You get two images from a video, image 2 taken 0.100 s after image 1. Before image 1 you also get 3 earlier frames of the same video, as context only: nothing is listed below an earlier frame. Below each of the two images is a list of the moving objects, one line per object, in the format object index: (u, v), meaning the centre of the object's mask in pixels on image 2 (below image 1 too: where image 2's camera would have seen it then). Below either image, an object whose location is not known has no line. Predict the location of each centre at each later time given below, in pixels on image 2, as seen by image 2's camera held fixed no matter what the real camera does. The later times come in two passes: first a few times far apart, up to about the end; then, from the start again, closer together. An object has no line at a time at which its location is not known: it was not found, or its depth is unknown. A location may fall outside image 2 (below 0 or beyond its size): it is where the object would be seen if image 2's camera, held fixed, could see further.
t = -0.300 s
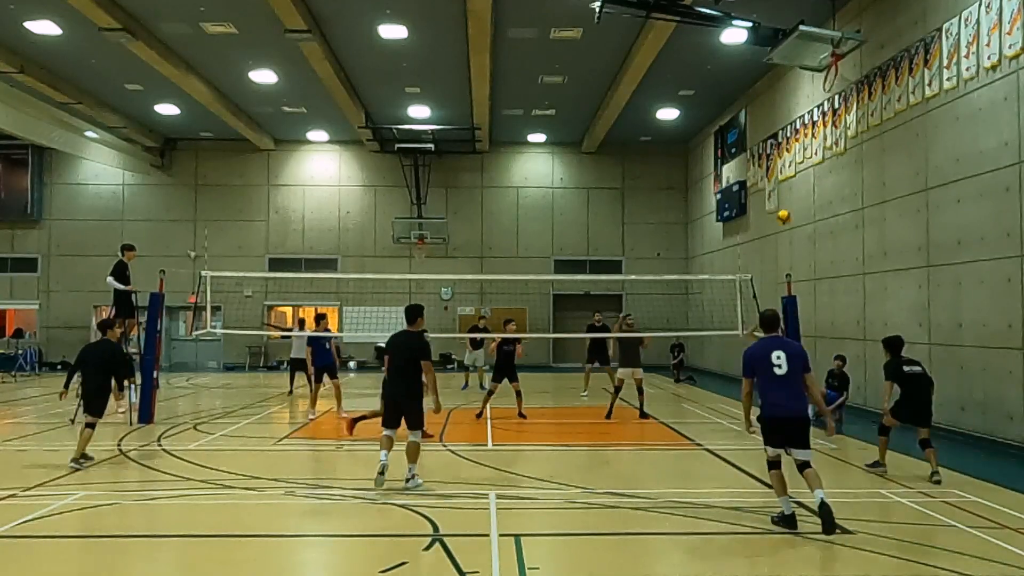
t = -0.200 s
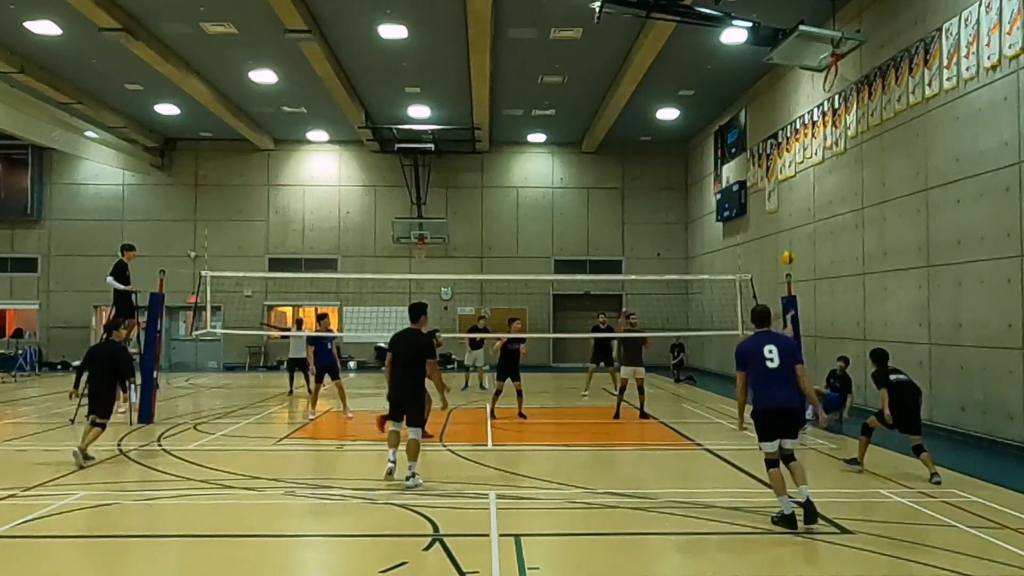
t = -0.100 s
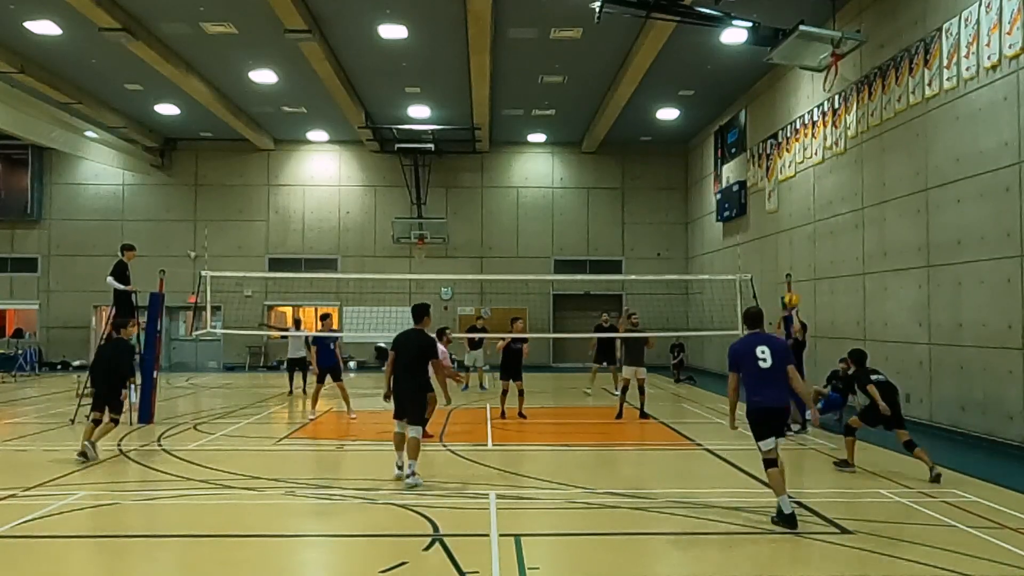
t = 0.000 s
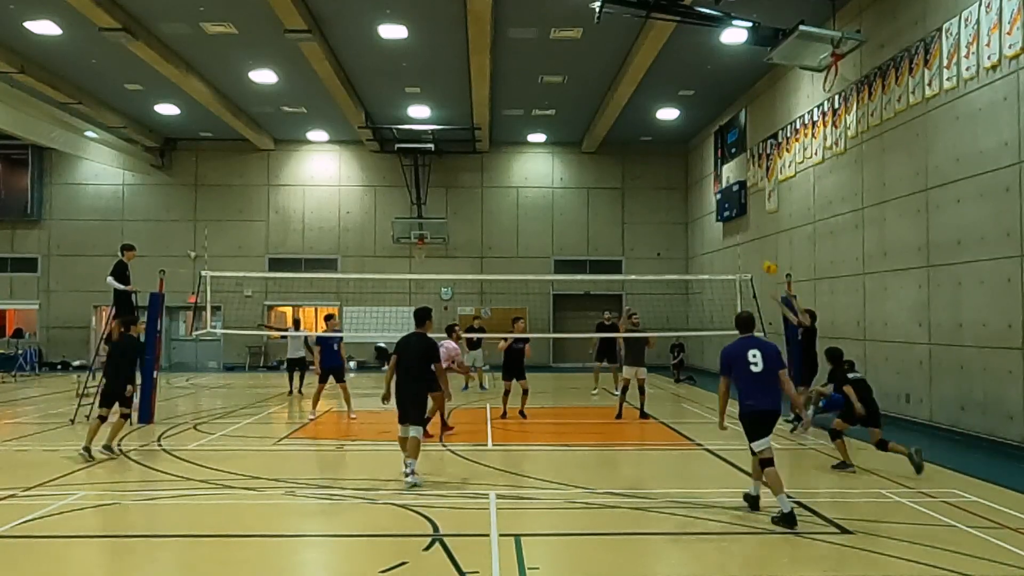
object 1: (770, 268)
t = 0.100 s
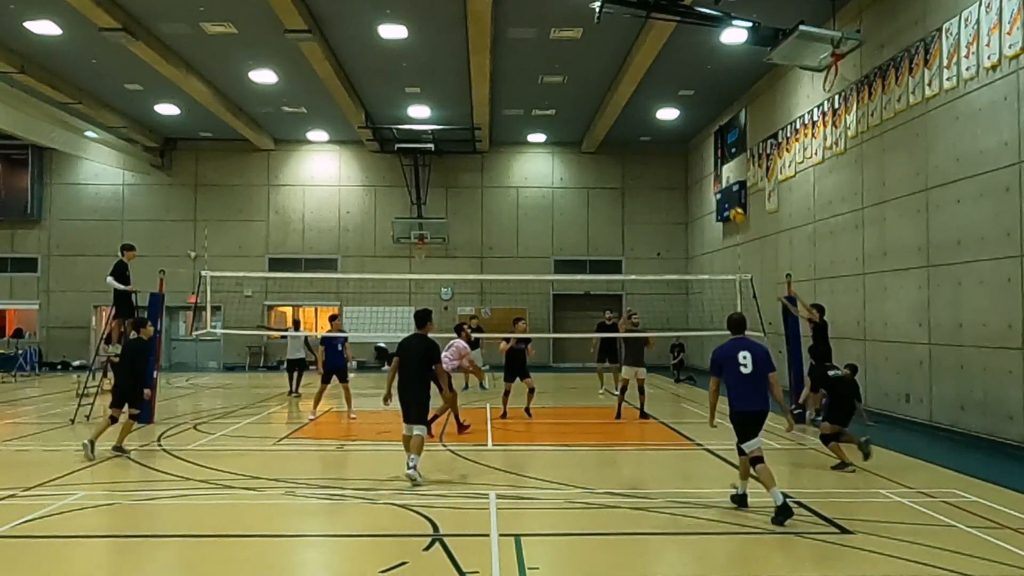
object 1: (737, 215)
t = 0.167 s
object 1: (715, 185)
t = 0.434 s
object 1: (638, 97)
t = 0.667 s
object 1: (574, 60)
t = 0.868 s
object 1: (522, 58)
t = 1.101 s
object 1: (463, 84)
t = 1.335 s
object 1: (407, 144)
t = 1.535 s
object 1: (363, 218)
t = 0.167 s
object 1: (715, 185)
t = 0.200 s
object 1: (705, 171)
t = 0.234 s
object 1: (695, 158)
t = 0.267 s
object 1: (686, 146)
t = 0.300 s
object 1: (676, 134)
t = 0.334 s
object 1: (666, 125)
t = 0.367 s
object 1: (655, 115)
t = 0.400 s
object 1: (646, 105)
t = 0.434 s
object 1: (638, 97)
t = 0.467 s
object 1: (629, 90)
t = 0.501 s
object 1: (618, 82)
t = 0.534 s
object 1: (610, 77)
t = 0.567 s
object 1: (601, 71)
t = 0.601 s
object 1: (592, 67)
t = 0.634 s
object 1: (583, 63)
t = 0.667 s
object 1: (574, 60)
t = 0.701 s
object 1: (565, 58)
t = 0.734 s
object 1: (556, 57)
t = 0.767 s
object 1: (548, 56)
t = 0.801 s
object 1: (539, 56)
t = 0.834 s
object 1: (530, 56)
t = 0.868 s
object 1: (522, 58)
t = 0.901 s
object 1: (513, 59)
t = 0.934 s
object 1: (504, 62)
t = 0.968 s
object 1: (496, 65)
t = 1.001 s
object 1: (488, 69)
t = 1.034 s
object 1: (480, 73)
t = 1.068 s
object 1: (471, 79)
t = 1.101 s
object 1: (463, 84)
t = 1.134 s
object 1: (455, 91)
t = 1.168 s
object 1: (447, 98)
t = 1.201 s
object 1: (439, 106)
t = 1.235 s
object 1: (432, 114)
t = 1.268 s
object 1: (423, 125)
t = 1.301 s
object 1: (415, 134)
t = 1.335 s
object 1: (407, 144)
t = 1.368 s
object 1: (400, 155)
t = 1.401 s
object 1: (393, 166)
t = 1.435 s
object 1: (385, 179)
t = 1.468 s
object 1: (378, 191)
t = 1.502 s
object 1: (370, 205)
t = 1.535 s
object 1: (363, 218)
